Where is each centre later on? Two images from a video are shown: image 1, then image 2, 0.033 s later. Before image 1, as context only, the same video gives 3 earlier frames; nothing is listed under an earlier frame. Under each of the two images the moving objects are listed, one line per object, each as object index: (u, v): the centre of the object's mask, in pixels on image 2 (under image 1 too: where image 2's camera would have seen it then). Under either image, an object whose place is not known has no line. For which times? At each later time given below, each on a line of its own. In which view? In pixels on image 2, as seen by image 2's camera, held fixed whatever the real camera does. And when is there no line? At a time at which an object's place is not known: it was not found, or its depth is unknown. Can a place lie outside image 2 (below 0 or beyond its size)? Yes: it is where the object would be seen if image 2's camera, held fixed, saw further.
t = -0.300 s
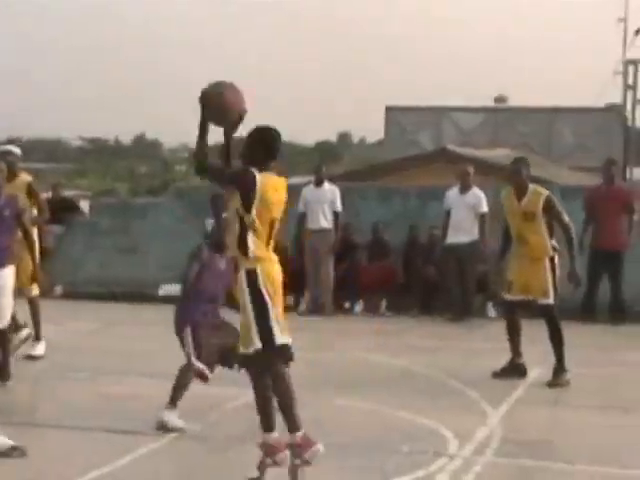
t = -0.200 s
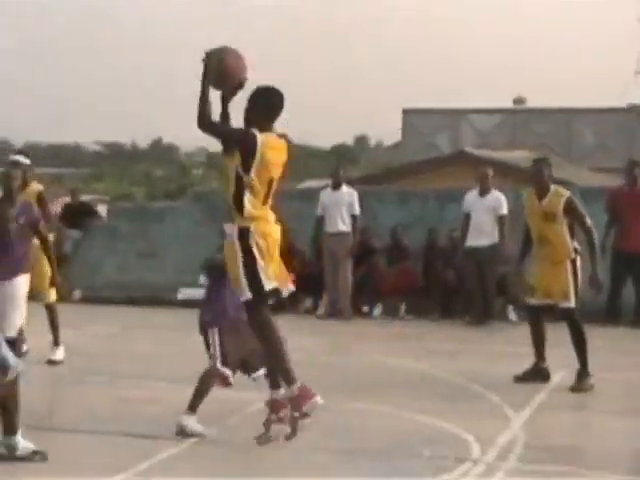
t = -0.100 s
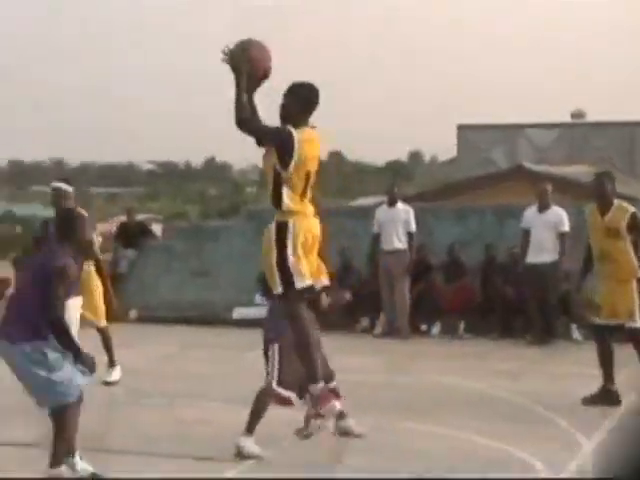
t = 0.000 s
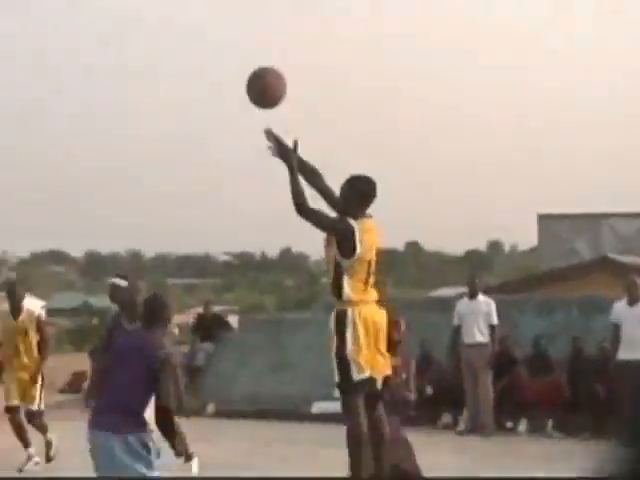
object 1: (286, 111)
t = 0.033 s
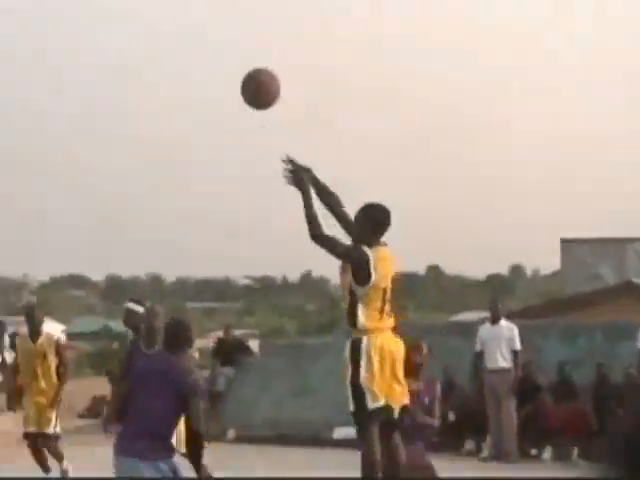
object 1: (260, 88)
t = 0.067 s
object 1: (235, 68)
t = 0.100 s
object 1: (211, 51)
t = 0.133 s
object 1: (189, 37)
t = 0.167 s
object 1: (167, 25)
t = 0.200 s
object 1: (145, 15)
